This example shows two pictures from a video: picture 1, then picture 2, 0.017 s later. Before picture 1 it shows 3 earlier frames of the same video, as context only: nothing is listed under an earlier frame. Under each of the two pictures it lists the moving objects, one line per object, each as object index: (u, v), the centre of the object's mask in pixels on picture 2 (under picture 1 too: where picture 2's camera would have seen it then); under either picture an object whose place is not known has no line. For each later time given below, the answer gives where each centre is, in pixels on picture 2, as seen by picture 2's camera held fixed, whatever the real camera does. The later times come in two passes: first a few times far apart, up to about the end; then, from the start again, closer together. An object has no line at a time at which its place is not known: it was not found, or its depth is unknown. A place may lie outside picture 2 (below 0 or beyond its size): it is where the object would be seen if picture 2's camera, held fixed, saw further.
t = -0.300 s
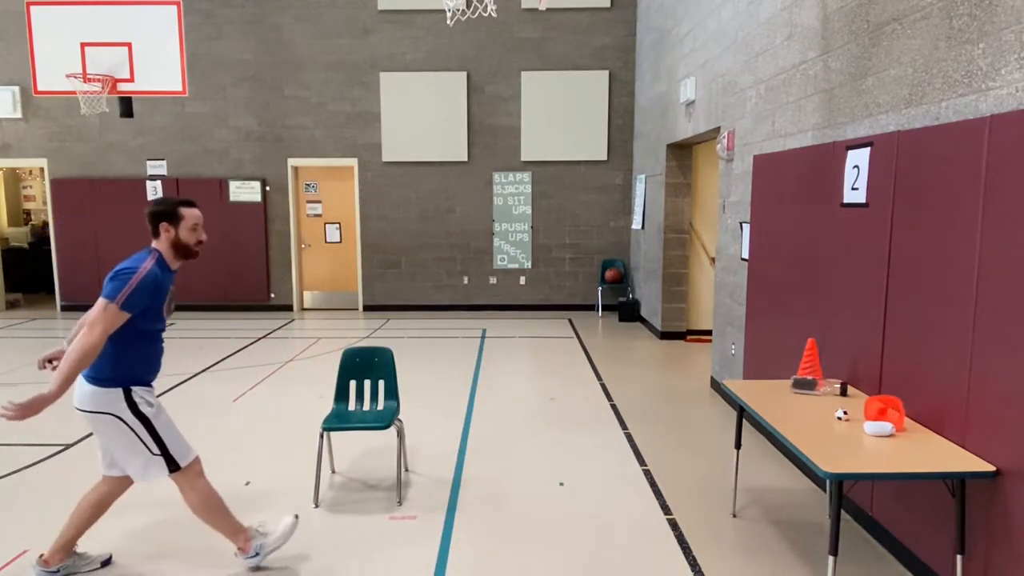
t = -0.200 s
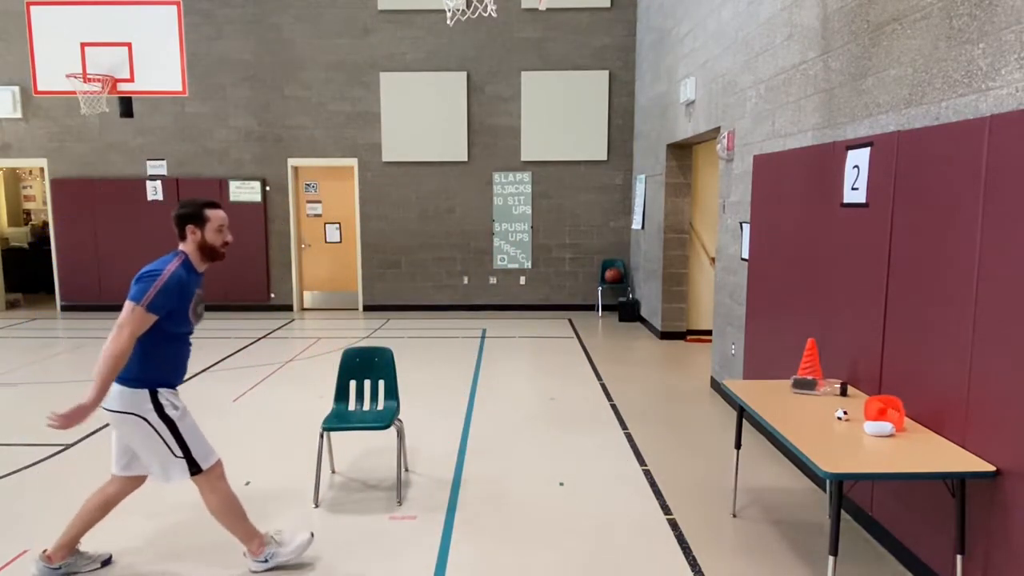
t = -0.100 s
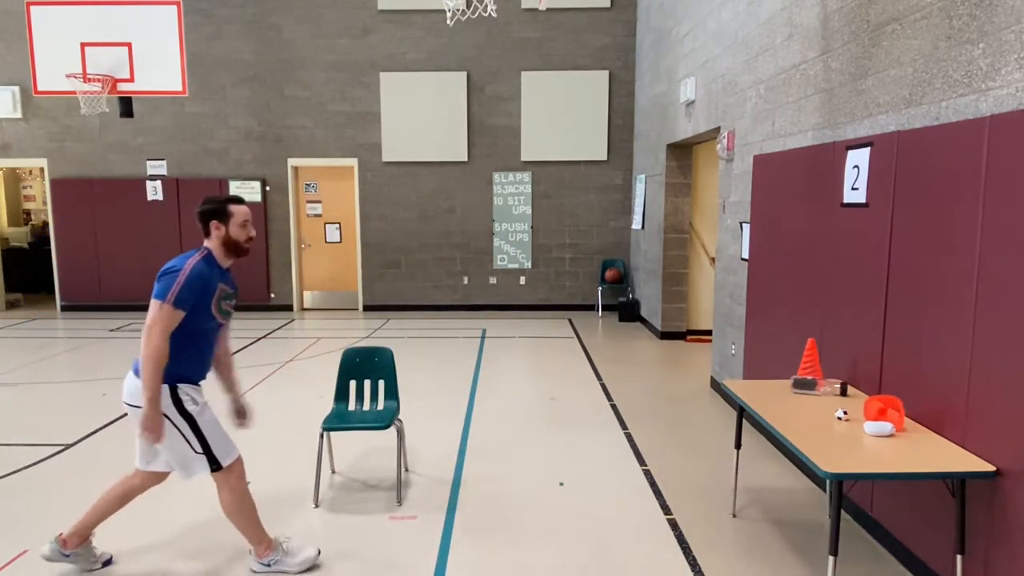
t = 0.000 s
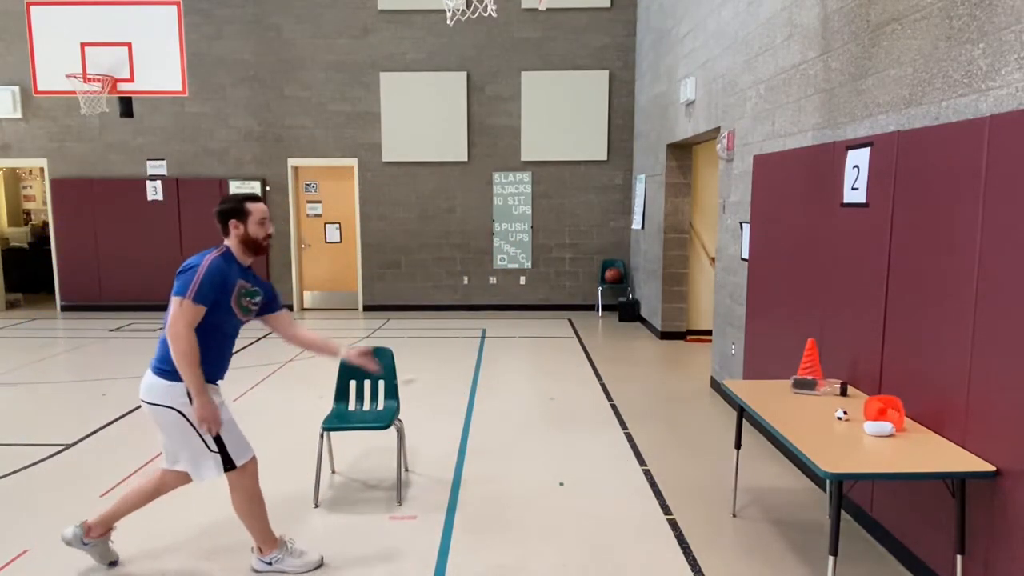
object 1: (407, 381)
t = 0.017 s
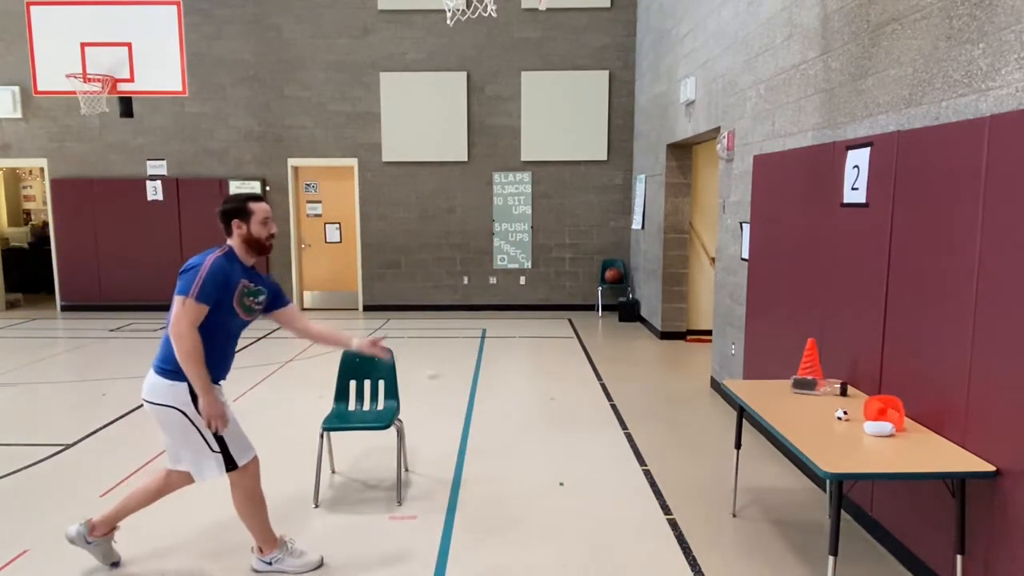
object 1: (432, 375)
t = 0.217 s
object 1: (741, 342)
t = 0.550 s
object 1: (735, 384)
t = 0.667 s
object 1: (695, 407)
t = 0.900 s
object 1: (615, 537)
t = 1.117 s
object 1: (579, 540)
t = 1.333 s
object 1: (549, 538)
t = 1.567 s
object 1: (526, 538)
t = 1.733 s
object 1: (515, 539)
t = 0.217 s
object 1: (741, 342)
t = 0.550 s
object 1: (735, 384)
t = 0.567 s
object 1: (730, 385)
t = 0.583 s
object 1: (724, 388)
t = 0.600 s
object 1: (718, 390)
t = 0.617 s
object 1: (712, 393)
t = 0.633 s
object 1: (705, 397)
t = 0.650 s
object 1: (700, 402)
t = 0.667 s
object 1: (695, 407)
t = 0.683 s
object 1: (690, 412)
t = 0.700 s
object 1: (684, 417)
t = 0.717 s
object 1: (678, 424)
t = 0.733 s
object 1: (671, 432)
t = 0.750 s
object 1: (665, 439)
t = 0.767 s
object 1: (659, 448)
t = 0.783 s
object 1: (654, 458)
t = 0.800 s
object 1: (648, 467)
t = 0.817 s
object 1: (644, 476)
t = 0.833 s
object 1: (638, 488)
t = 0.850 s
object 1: (632, 498)
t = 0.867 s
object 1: (626, 510)
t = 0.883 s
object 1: (620, 522)
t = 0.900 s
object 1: (615, 537)
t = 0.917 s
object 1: (611, 539)
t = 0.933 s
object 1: (609, 538)
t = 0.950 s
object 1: (605, 536)
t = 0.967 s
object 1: (603, 536)
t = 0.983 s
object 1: (601, 535)
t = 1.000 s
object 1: (598, 535)
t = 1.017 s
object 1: (595, 535)
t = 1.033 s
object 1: (592, 536)
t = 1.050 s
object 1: (590, 537)
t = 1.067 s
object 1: (587, 538)
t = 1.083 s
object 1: (584, 540)
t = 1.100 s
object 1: (581, 540)
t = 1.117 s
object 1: (579, 540)
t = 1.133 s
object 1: (577, 539)
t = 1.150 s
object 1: (574, 539)
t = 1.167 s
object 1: (571, 540)
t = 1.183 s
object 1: (569, 539)
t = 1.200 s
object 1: (566, 540)
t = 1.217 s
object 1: (564, 539)
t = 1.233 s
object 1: (561, 539)
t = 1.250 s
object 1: (559, 539)
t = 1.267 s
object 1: (557, 538)
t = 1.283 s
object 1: (555, 538)
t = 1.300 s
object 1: (553, 538)
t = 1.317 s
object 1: (551, 538)
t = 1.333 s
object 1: (549, 538)
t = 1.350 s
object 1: (547, 538)
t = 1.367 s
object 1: (546, 539)
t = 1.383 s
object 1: (544, 539)
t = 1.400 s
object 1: (541, 538)
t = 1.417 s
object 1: (540, 538)
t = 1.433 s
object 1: (539, 538)
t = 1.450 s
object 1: (537, 538)
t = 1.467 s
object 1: (535, 538)
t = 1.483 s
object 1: (534, 538)
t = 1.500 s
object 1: (532, 538)
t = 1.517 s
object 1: (531, 538)
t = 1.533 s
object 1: (529, 538)
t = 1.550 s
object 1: (528, 538)
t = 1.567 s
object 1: (526, 538)
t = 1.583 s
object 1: (524, 538)
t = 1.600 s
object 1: (523, 538)
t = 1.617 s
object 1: (522, 538)
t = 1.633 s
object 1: (521, 539)
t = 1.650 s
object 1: (520, 539)
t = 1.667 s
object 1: (519, 538)
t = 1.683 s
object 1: (518, 538)
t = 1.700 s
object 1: (517, 539)
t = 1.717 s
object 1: (516, 539)
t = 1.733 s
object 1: (515, 539)
